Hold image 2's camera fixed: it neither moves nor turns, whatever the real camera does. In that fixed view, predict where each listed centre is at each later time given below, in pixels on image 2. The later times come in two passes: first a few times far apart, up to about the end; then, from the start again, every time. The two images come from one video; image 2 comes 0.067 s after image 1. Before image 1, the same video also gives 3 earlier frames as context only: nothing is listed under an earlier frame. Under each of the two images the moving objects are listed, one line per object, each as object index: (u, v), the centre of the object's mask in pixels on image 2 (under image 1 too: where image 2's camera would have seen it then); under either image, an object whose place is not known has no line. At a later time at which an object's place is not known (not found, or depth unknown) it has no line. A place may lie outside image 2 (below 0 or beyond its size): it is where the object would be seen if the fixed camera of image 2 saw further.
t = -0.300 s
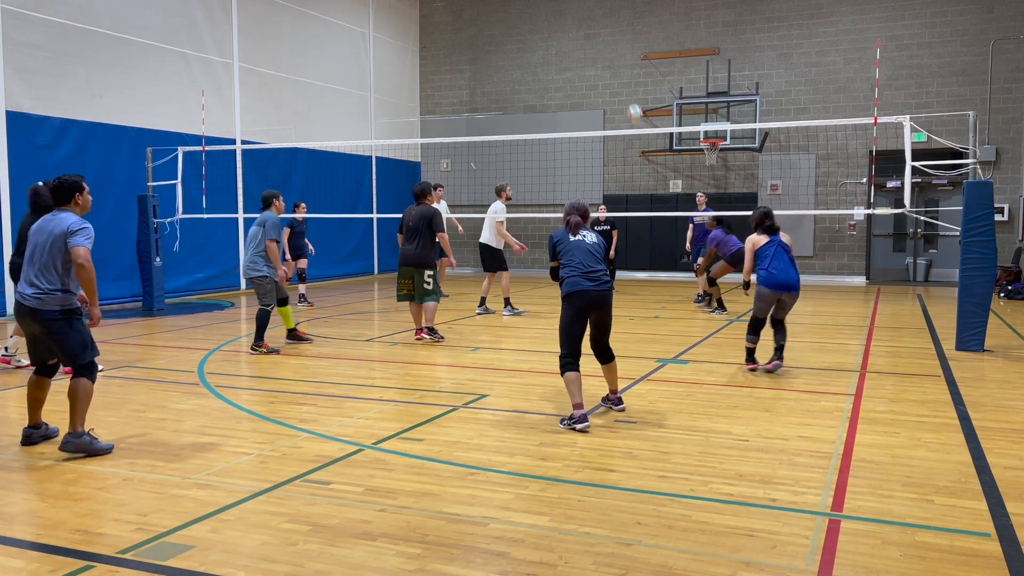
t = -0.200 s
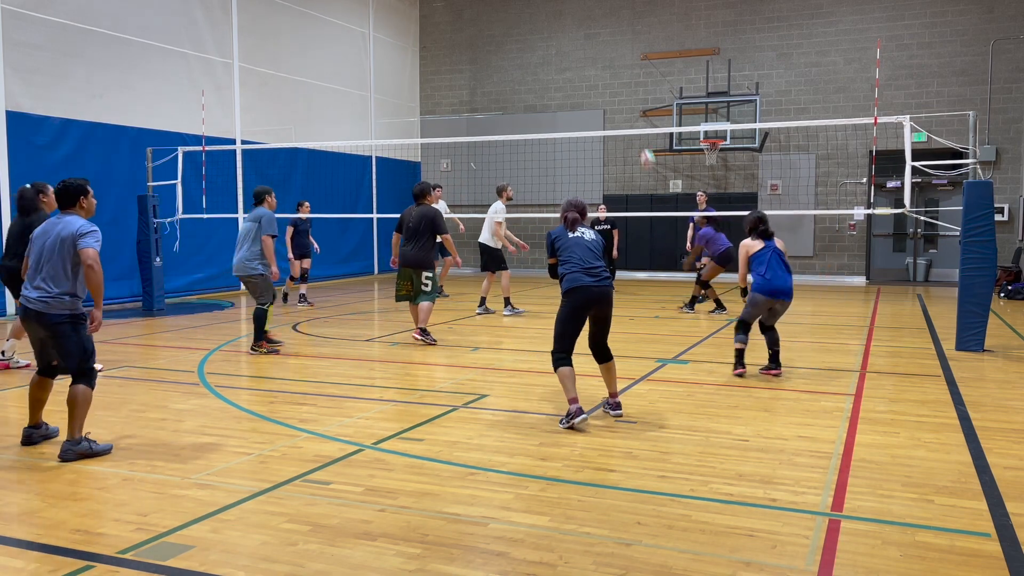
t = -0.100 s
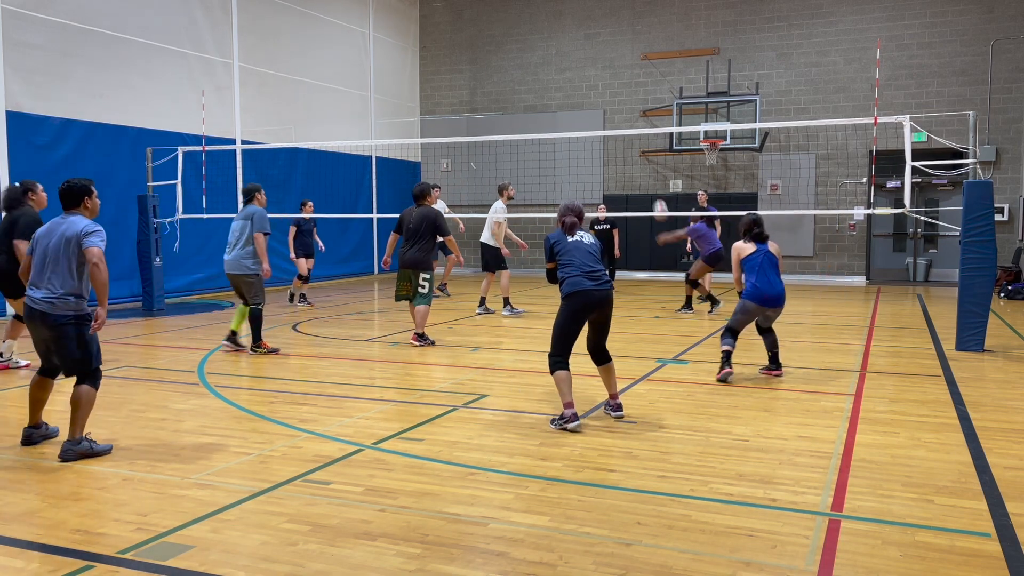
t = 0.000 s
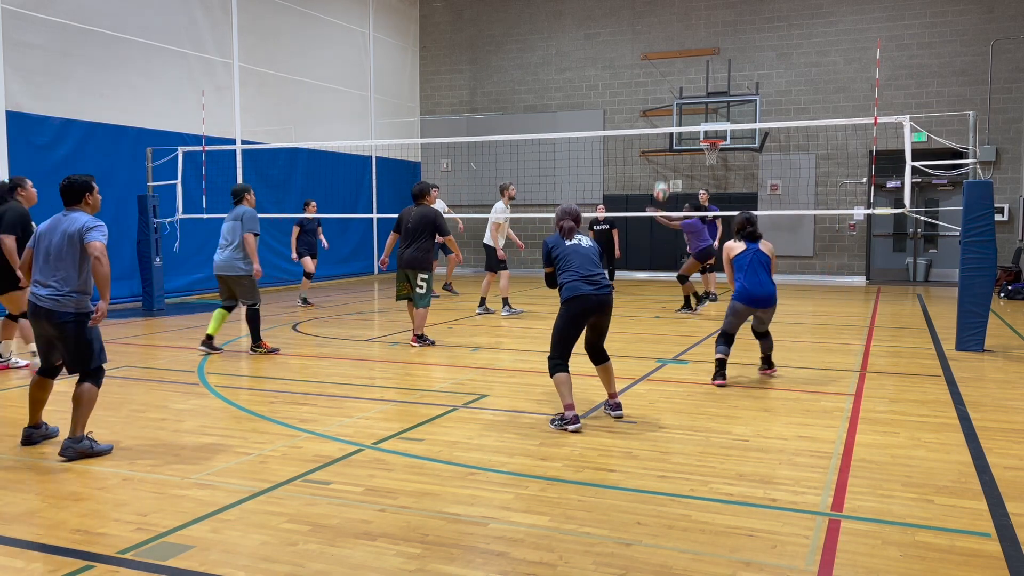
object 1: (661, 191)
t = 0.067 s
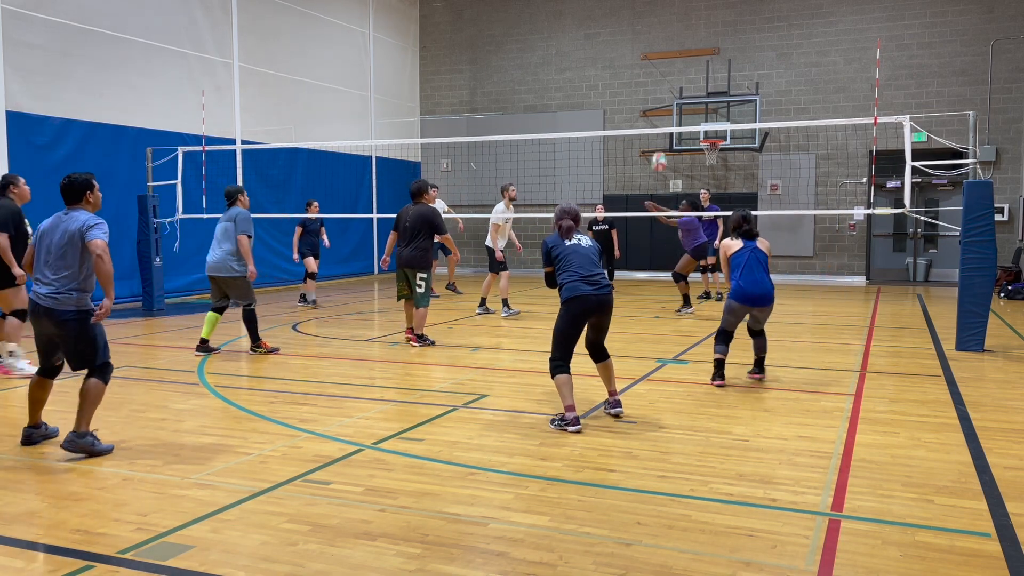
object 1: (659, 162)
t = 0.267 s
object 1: (653, 84)
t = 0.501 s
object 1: (647, 22)
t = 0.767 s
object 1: (639, 11)
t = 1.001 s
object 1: (630, 89)
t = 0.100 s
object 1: (657, 146)
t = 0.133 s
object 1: (657, 135)
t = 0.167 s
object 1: (656, 120)
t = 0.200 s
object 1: (655, 108)
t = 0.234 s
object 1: (654, 96)
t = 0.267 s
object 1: (653, 84)
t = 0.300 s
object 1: (652, 74)
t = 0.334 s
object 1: (651, 63)
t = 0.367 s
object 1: (650, 54)
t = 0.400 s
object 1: (649, 45)
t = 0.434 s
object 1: (648, 36)
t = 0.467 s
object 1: (648, 28)
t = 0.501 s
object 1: (647, 22)
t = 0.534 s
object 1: (646, 17)
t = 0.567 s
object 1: (645, 12)
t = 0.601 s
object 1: (644, 10)
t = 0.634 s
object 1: (643, 8)
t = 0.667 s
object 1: (642, 8)
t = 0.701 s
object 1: (641, 8)
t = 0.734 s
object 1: (640, 9)
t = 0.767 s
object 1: (639, 11)
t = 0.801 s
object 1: (638, 15)
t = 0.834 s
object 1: (636, 21)
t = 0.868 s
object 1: (635, 30)
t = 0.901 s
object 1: (634, 41)
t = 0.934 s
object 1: (633, 54)
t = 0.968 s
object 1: (632, 70)
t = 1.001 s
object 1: (630, 89)
